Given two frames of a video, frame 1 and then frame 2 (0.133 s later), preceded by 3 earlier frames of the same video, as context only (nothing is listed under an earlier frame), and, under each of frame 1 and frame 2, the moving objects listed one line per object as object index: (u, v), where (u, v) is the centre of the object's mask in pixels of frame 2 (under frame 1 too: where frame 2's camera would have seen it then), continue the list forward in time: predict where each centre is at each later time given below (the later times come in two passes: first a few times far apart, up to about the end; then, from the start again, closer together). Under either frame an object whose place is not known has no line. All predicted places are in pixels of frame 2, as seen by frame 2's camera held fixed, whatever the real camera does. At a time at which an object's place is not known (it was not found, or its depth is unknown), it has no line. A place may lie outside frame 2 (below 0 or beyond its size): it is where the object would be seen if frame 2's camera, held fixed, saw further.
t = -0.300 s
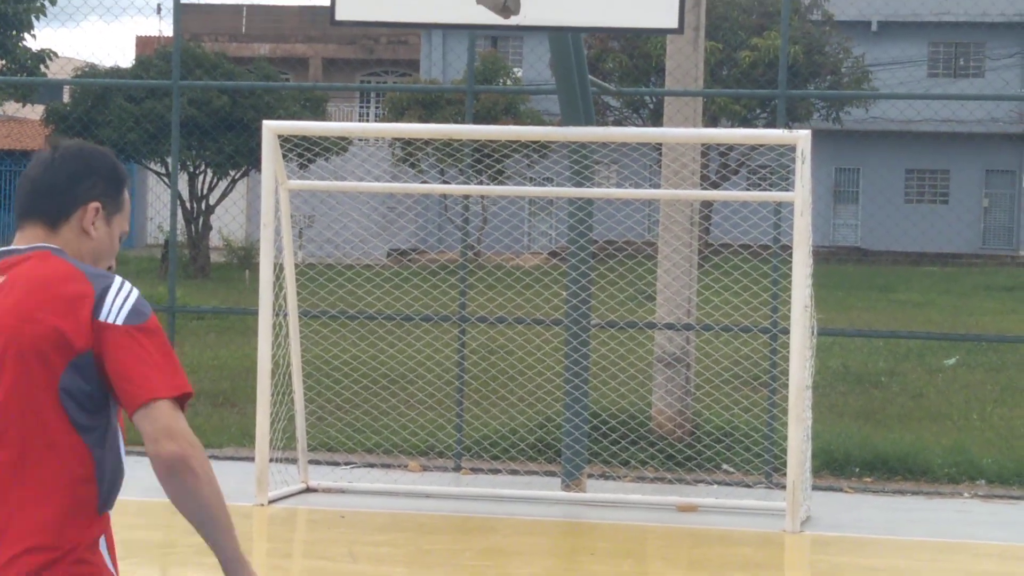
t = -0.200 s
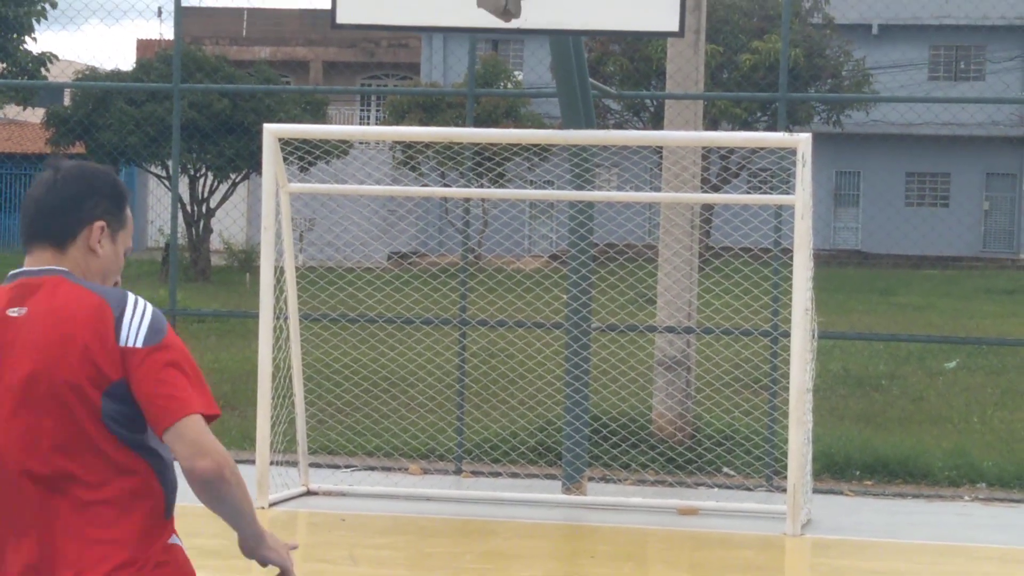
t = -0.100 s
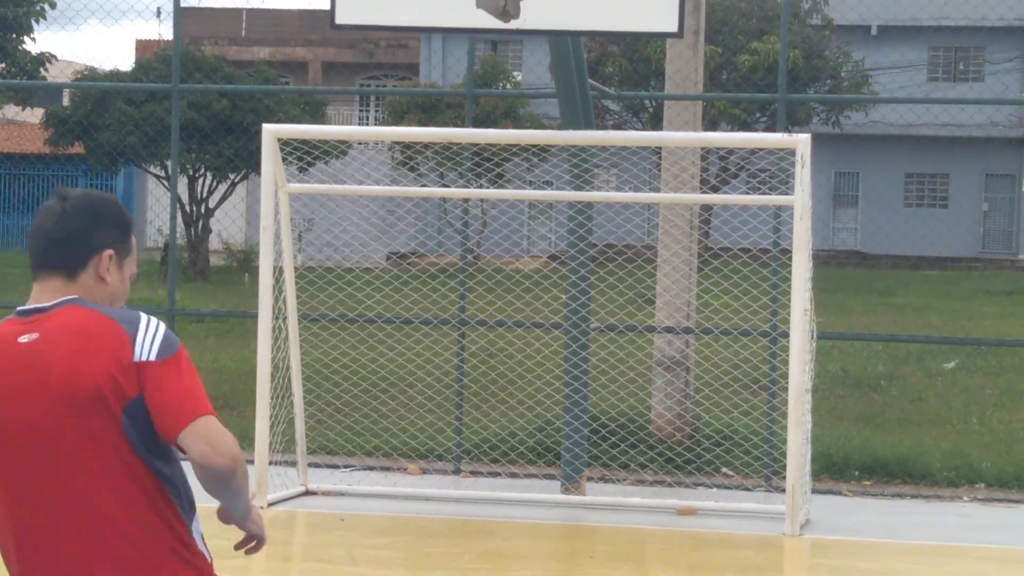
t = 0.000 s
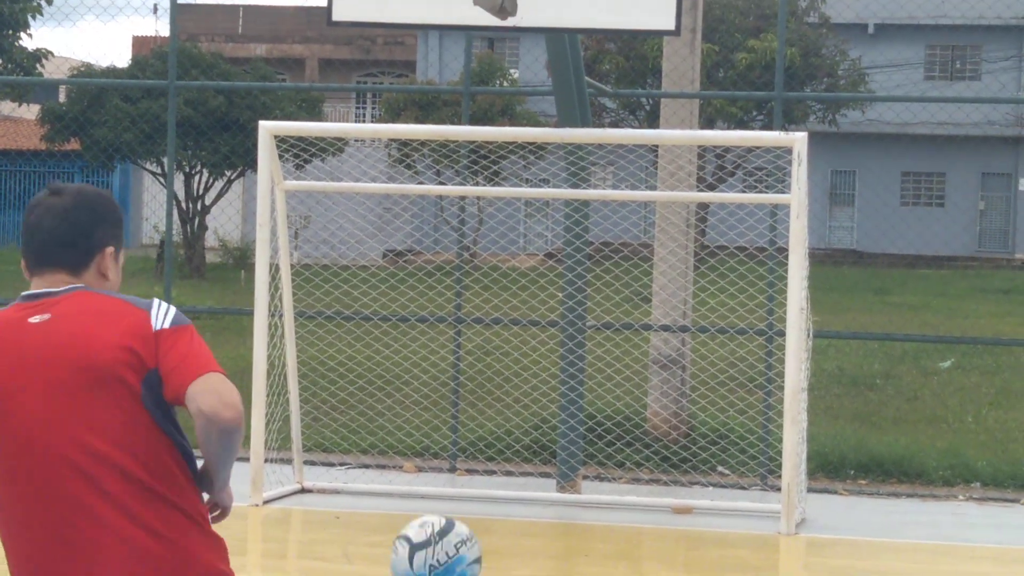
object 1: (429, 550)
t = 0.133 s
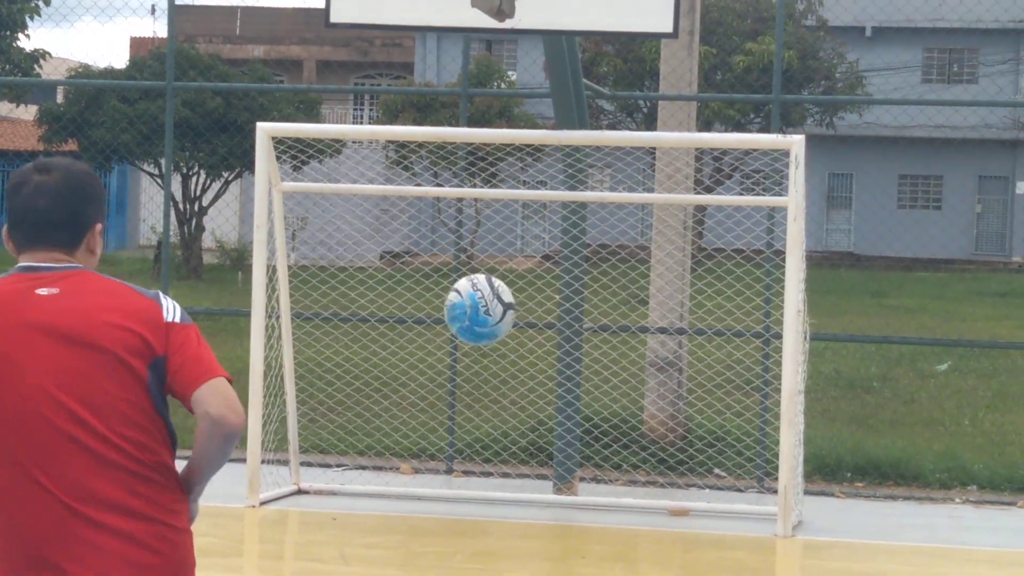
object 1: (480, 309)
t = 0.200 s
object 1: (494, 237)
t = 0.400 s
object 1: (521, 148)
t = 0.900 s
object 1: (456, 242)
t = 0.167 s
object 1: (487, 270)
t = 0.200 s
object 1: (494, 237)
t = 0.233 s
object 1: (501, 211)
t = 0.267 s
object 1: (506, 190)
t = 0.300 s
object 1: (511, 174)
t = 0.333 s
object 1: (515, 162)
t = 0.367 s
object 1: (518, 154)
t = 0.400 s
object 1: (521, 148)
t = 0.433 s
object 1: (524, 145)
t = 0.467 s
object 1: (527, 144)
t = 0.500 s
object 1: (529, 147)
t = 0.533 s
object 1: (532, 150)
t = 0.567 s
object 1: (533, 157)
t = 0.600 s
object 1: (536, 166)
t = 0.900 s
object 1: (456, 242)
